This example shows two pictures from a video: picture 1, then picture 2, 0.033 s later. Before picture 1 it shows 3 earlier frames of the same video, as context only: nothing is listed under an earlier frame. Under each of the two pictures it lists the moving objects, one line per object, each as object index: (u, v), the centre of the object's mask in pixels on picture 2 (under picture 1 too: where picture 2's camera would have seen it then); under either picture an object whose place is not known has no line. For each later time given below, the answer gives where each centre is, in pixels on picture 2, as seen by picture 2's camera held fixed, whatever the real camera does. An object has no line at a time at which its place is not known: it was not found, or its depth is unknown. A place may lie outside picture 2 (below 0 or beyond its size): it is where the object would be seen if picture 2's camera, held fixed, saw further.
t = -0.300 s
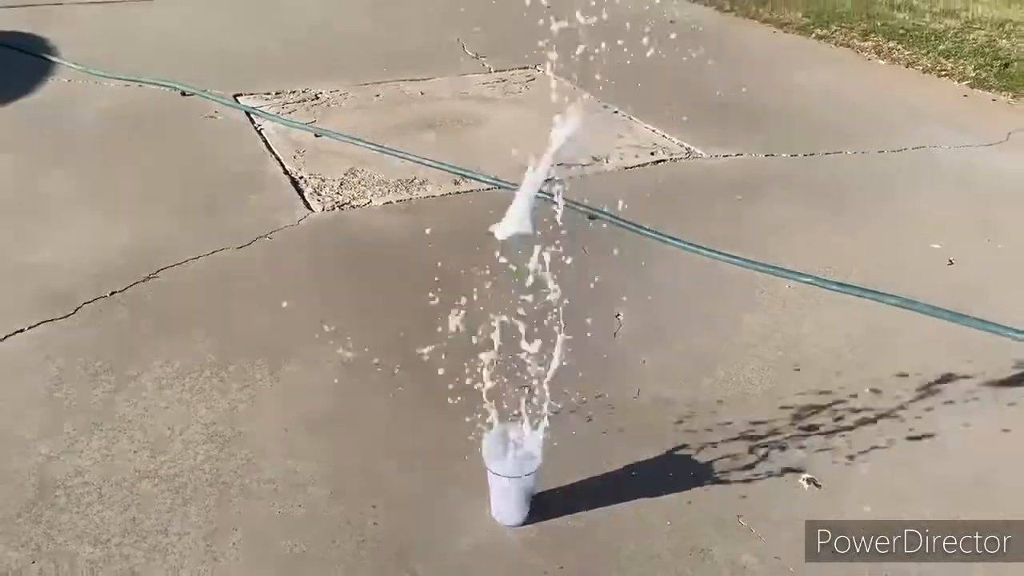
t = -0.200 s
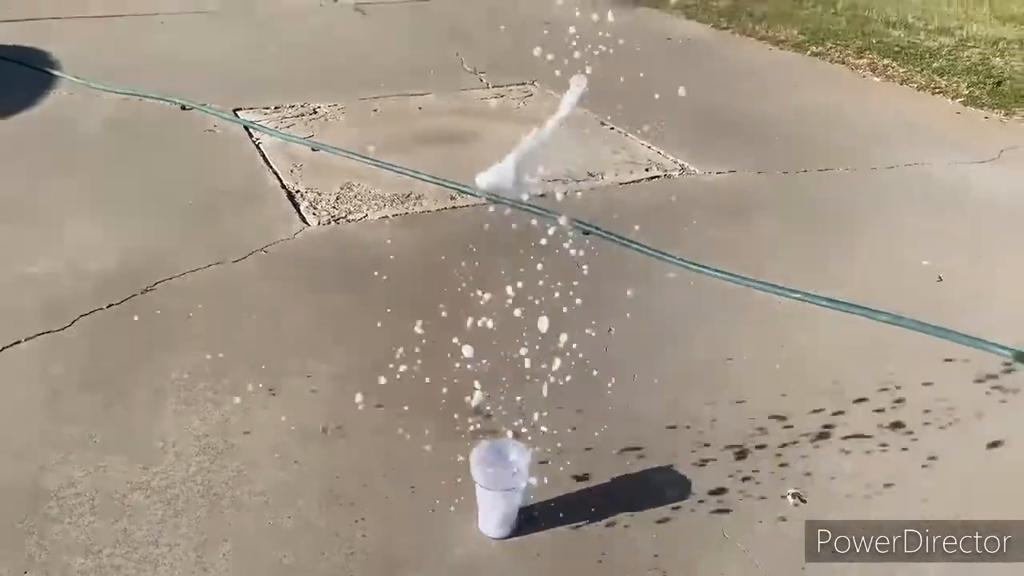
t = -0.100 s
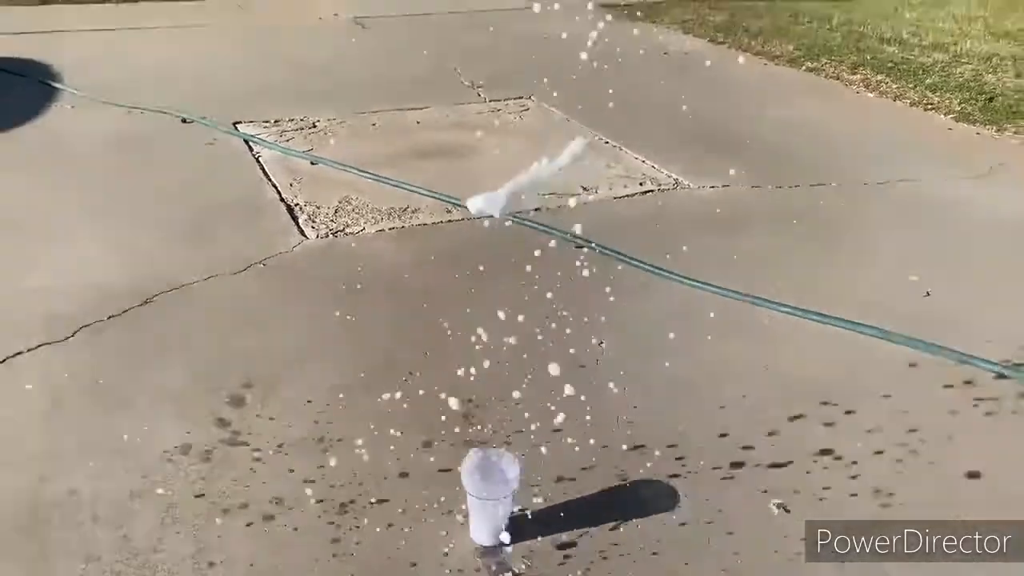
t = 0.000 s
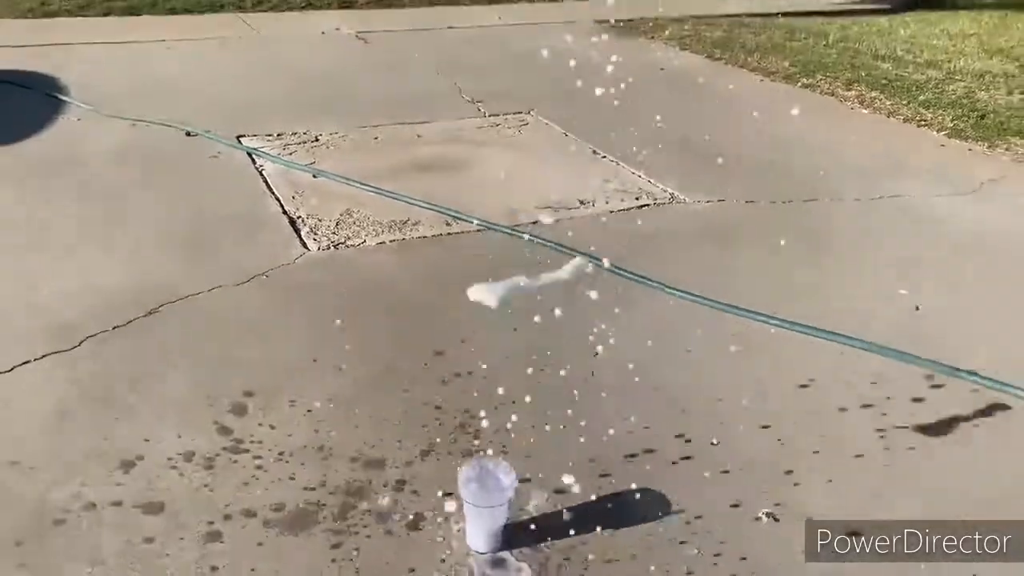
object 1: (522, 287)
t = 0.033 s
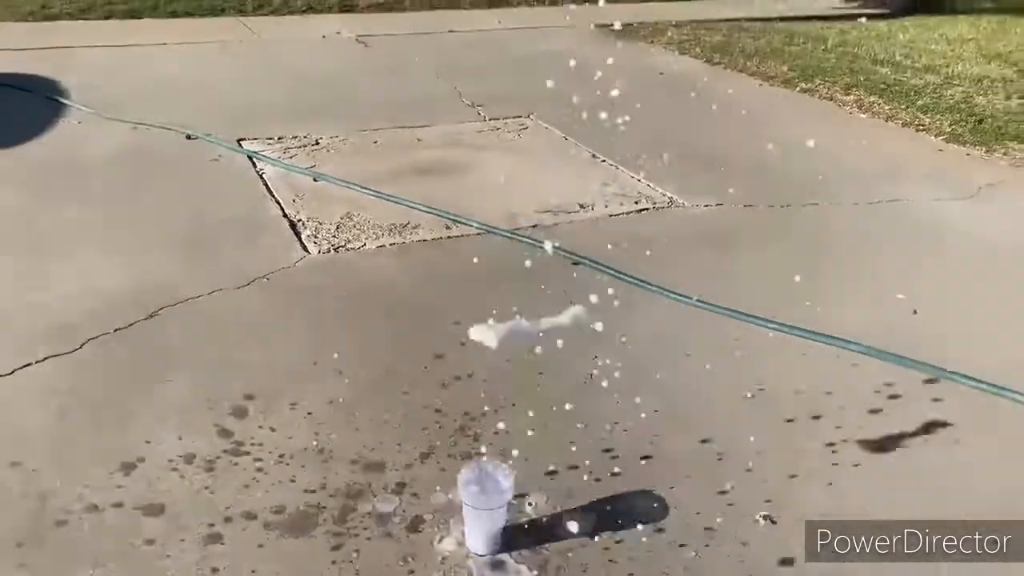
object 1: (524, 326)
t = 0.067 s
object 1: (526, 372)
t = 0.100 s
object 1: (524, 421)
